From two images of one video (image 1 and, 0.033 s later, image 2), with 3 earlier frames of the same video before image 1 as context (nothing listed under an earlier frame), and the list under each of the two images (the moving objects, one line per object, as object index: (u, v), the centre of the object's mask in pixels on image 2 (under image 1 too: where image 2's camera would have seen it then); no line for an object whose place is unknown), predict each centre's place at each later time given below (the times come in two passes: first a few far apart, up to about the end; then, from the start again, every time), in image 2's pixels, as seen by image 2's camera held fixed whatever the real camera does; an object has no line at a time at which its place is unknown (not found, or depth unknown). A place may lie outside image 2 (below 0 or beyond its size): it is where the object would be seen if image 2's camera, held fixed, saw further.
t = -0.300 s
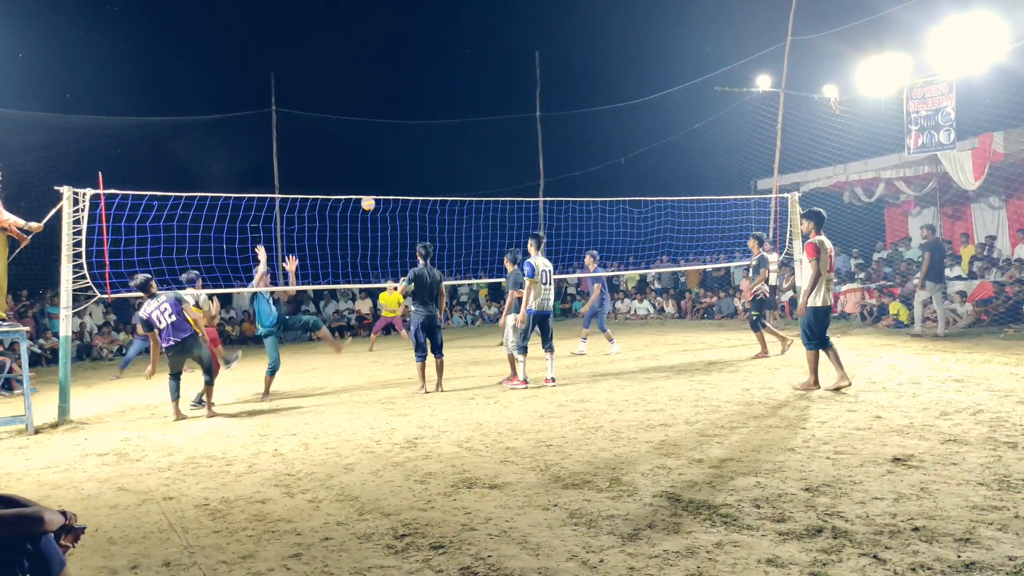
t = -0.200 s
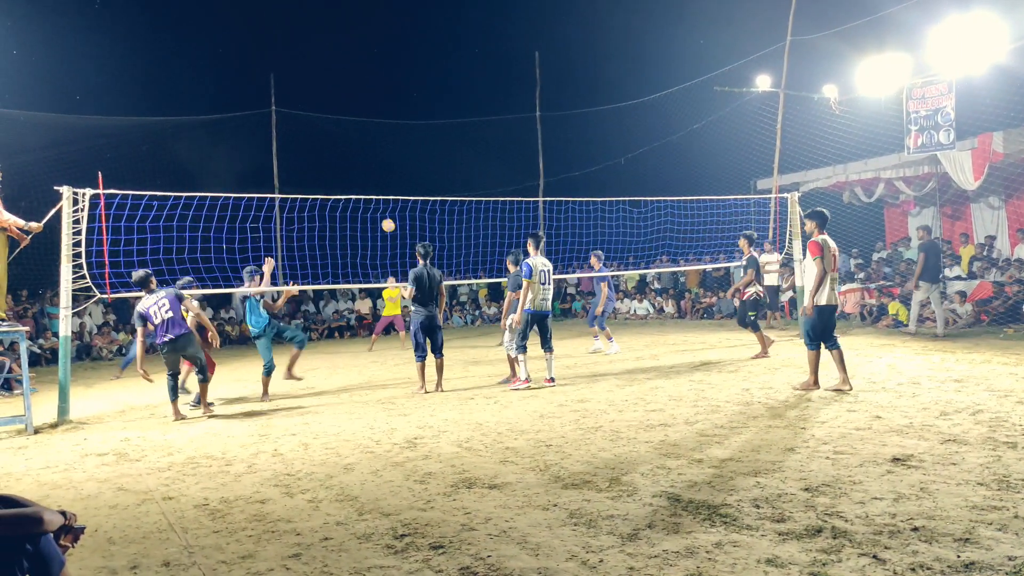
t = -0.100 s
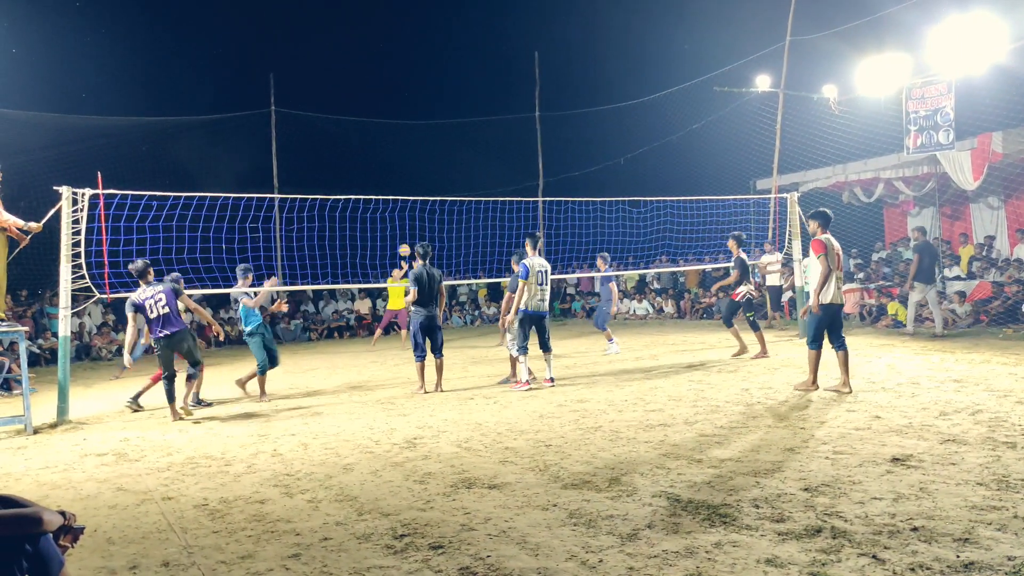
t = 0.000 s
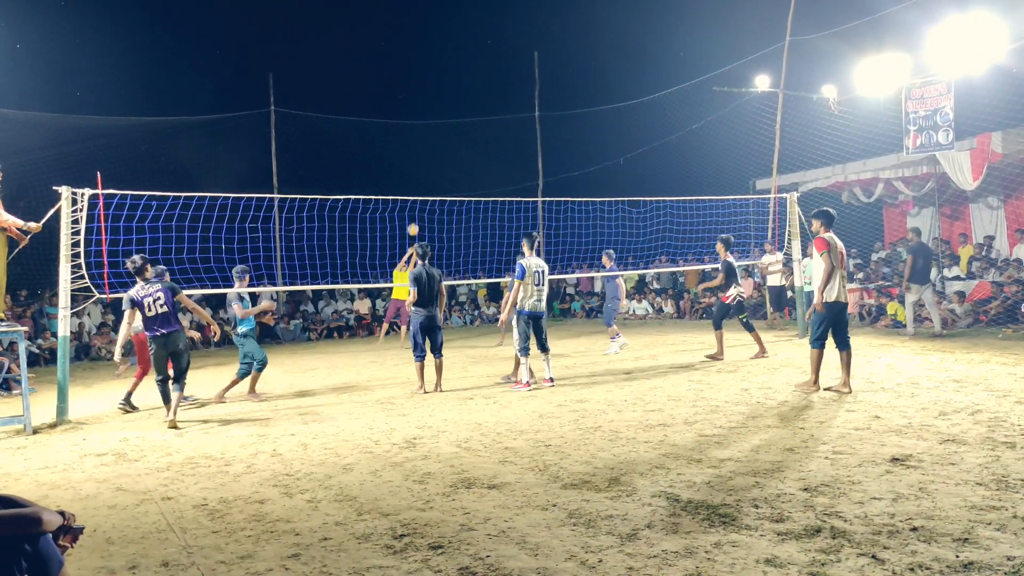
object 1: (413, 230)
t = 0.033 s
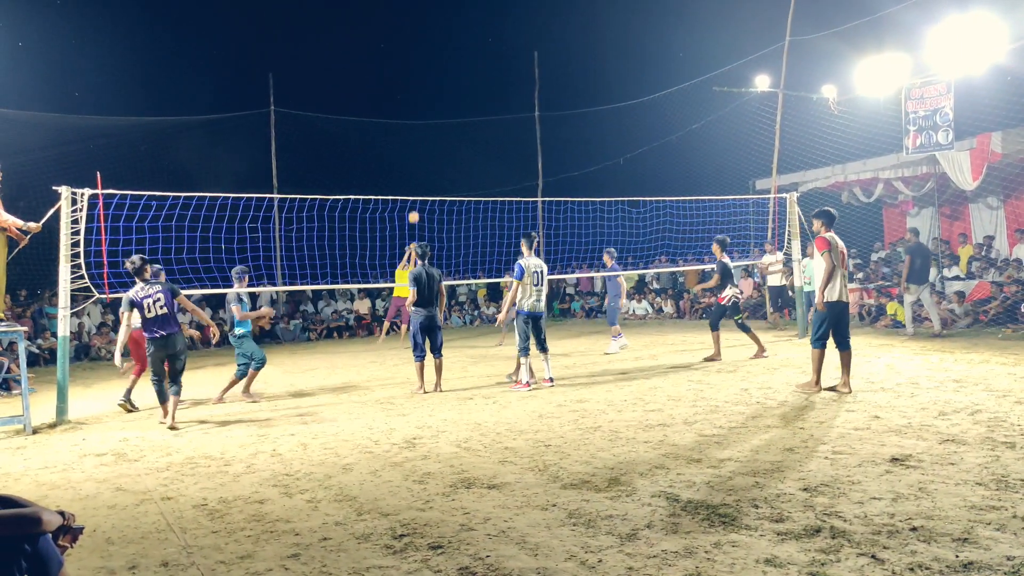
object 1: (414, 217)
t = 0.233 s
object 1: (420, 155)
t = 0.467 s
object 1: (431, 108)
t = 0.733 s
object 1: (445, 87)
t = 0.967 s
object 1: (458, 98)
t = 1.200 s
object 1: (474, 133)
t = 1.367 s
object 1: (484, 174)
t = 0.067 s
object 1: (414, 205)
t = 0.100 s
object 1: (416, 193)
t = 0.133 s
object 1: (417, 183)
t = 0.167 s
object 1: (418, 173)
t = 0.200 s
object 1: (419, 164)
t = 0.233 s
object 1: (420, 155)
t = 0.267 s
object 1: (422, 146)
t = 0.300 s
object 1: (423, 139)
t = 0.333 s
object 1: (424, 132)
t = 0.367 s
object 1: (426, 125)
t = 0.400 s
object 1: (428, 118)
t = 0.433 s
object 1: (429, 113)
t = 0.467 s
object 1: (431, 108)
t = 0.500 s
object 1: (432, 104)
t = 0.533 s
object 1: (434, 99)
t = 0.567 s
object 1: (436, 96)
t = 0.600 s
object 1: (438, 94)
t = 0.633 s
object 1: (439, 91)
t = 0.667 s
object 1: (441, 89)
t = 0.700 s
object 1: (443, 88)
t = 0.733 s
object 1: (445, 87)
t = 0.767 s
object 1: (447, 87)
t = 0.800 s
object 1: (449, 88)
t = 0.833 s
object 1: (451, 89)
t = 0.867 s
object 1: (453, 90)
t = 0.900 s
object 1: (455, 92)
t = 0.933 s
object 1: (456, 95)
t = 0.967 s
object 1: (458, 98)
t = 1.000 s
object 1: (461, 101)
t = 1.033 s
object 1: (463, 105)
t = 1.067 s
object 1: (465, 110)
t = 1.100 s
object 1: (467, 115)
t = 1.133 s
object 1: (469, 120)
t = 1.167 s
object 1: (471, 127)
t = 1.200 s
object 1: (474, 133)
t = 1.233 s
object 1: (475, 140)
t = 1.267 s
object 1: (478, 148)
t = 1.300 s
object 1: (480, 156)
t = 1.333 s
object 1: (482, 164)
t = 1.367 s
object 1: (484, 174)
